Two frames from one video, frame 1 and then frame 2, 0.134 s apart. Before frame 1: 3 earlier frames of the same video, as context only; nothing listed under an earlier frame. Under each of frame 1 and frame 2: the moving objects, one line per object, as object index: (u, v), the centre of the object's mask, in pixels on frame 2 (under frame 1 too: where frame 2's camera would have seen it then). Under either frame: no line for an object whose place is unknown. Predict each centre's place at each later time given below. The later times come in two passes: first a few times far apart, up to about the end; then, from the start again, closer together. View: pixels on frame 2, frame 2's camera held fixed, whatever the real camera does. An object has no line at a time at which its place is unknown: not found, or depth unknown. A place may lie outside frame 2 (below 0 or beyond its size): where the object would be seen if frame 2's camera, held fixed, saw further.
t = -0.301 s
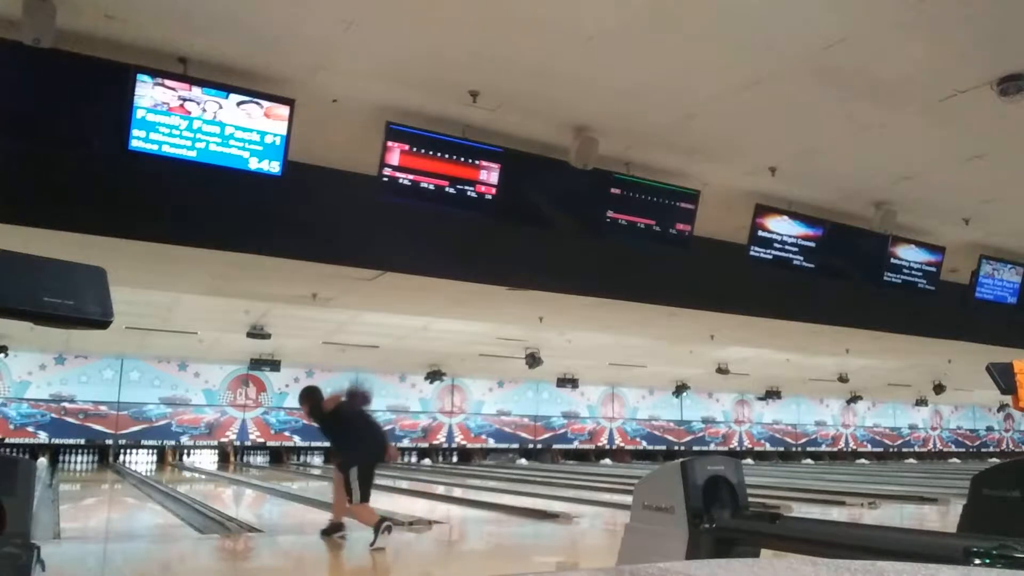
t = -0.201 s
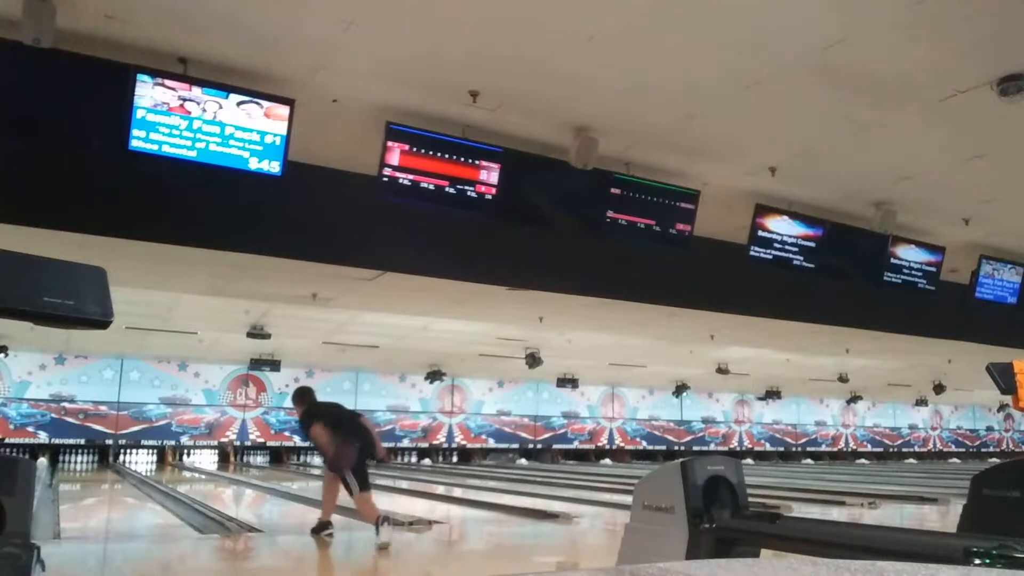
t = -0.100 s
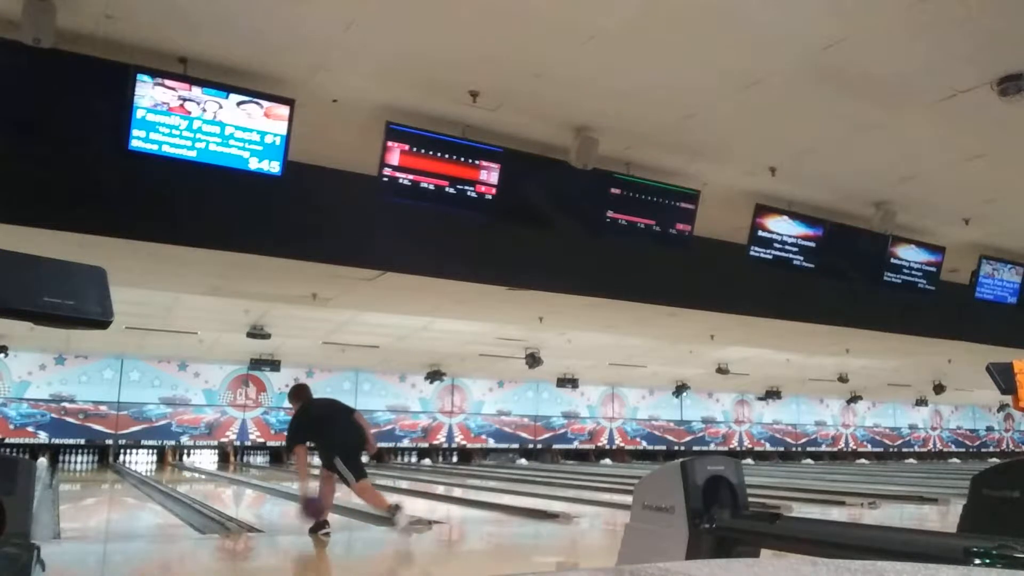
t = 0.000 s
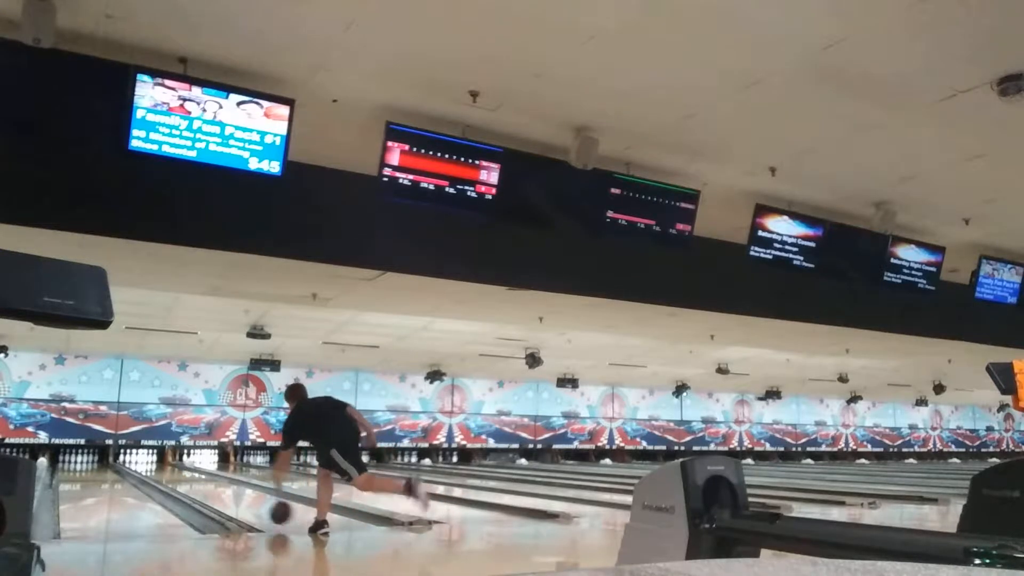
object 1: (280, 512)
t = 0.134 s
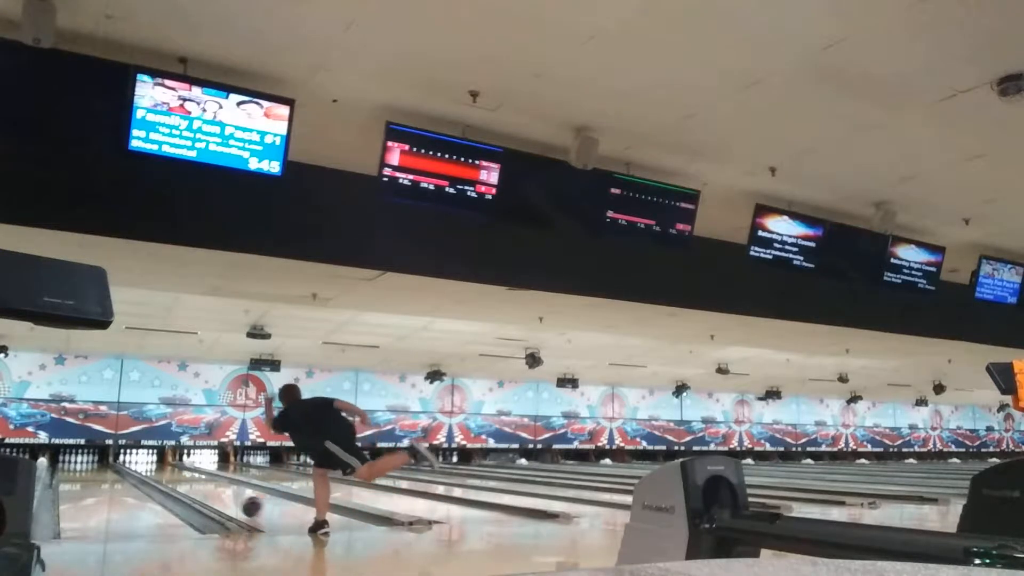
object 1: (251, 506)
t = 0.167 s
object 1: (243, 500)
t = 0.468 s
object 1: (203, 489)
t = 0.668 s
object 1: (184, 483)
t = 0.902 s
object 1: (168, 477)
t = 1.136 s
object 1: (156, 473)
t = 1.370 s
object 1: (147, 469)
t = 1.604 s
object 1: (140, 466)
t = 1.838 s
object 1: (135, 463)
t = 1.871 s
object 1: (134, 463)
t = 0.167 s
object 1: (243, 500)
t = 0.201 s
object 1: (239, 499)
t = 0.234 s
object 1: (234, 499)
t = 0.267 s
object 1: (229, 498)
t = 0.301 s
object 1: (224, 497)
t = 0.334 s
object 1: (219, 495)
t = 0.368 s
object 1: (215, 494)
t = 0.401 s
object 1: (211, 492)
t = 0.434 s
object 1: (207, 491)
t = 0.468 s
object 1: (203, 489)
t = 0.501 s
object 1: (199, 488)
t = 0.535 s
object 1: (196, 487)
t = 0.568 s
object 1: (193, 486)
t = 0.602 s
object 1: (190, 486)
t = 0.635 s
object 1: (187, 485)
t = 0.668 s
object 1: (184, 483)
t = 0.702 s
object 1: (182, 482)
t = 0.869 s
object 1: (170, 478)
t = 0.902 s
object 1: (168, 477)
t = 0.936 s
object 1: (166, 476)
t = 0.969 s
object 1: (164, 476)
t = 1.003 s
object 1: (162, 475)
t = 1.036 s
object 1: (160, 475)
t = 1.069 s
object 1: (159, 474)
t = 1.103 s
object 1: (158, 473)
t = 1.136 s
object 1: (156, 473)
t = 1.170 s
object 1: (155, 472)
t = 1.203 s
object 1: (153, 471)
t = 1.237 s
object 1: (151, 471)
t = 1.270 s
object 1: (150, 471)
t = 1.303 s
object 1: (149, 470)
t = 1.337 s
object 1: (148, 469)
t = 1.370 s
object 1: (147, 469)
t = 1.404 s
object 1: (146, 468)
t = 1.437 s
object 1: (145, 468)
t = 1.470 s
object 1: (143, 467)
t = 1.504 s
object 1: (142, 467)
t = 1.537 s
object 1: (142, 466)
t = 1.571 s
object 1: (141, 466)
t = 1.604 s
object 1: (140, 466)
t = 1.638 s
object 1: (139, 465)
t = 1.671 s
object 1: (138, 465)
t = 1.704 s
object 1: (138, 464)
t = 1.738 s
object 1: (137, 464)
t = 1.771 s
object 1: (136, 464)
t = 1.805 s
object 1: (135, 463)
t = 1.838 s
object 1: (135, 463)
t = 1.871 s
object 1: (134, 463)
